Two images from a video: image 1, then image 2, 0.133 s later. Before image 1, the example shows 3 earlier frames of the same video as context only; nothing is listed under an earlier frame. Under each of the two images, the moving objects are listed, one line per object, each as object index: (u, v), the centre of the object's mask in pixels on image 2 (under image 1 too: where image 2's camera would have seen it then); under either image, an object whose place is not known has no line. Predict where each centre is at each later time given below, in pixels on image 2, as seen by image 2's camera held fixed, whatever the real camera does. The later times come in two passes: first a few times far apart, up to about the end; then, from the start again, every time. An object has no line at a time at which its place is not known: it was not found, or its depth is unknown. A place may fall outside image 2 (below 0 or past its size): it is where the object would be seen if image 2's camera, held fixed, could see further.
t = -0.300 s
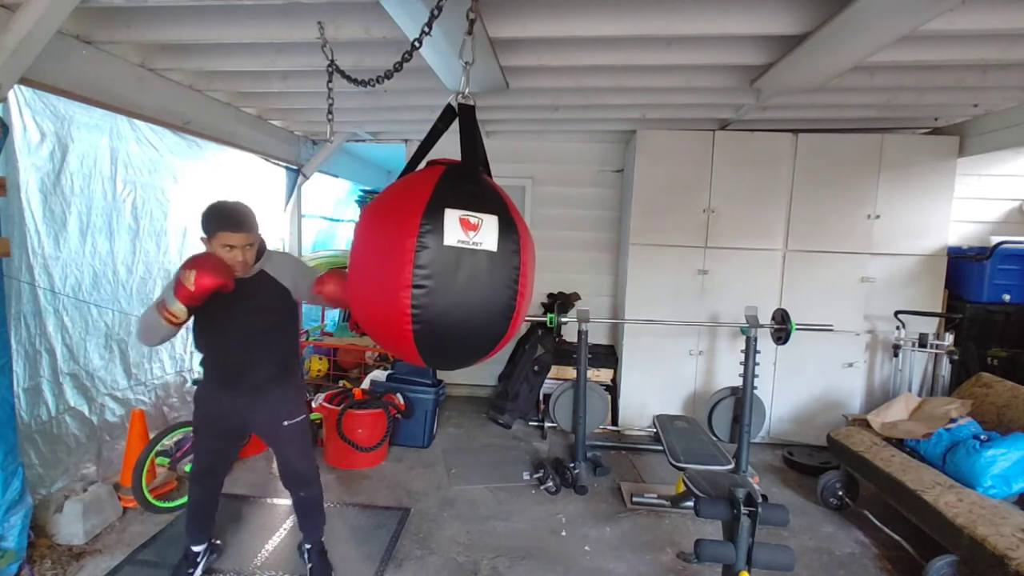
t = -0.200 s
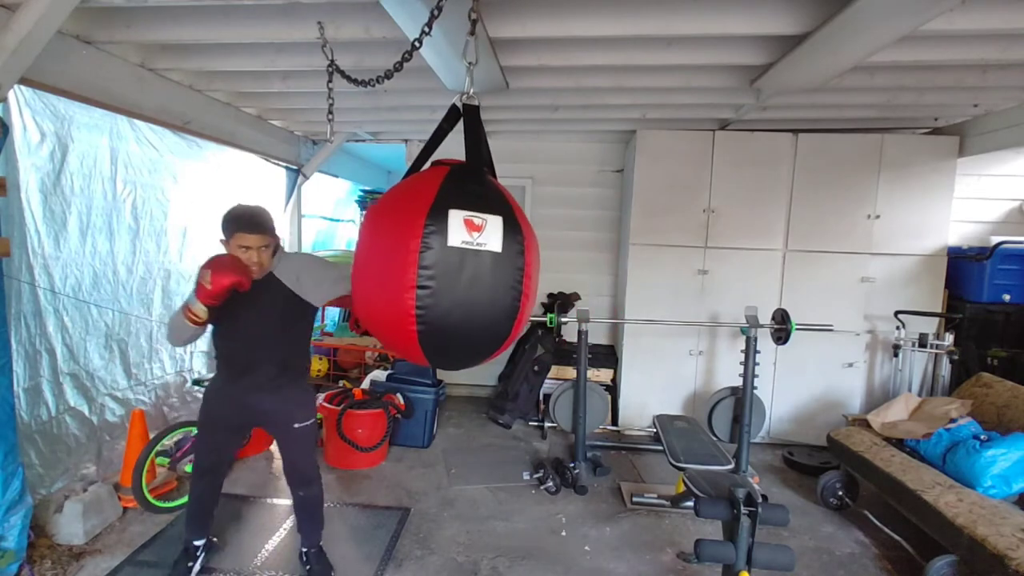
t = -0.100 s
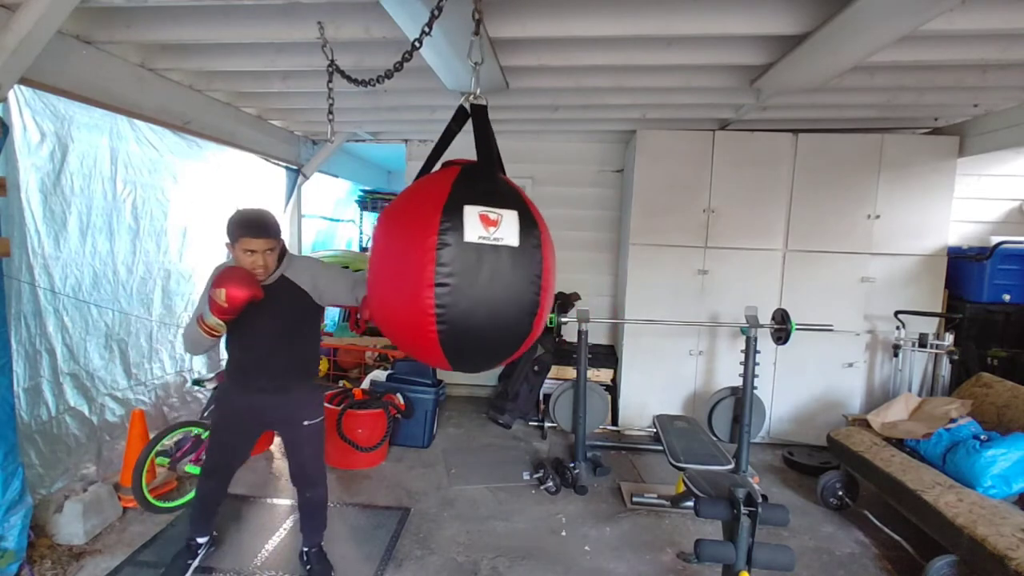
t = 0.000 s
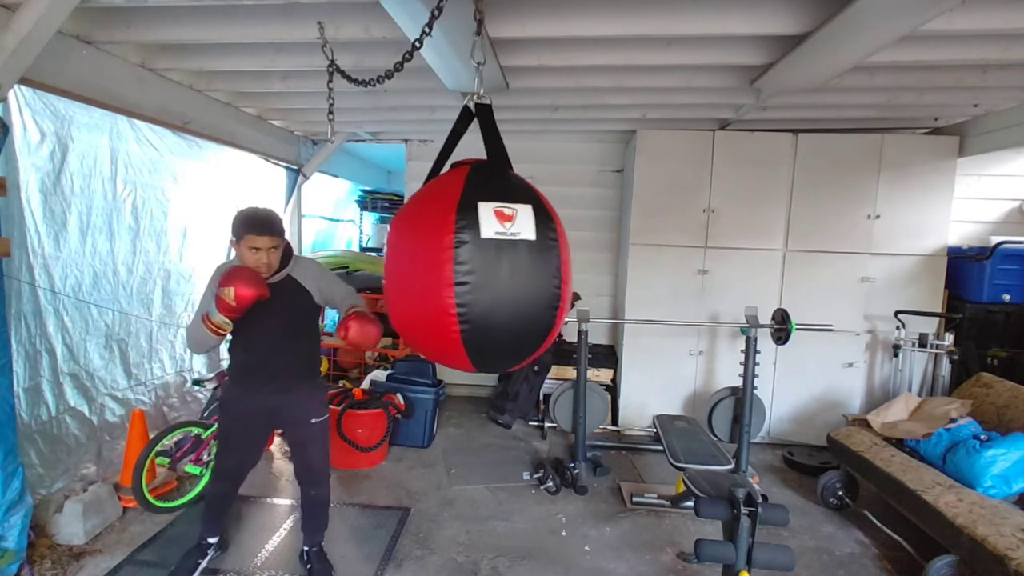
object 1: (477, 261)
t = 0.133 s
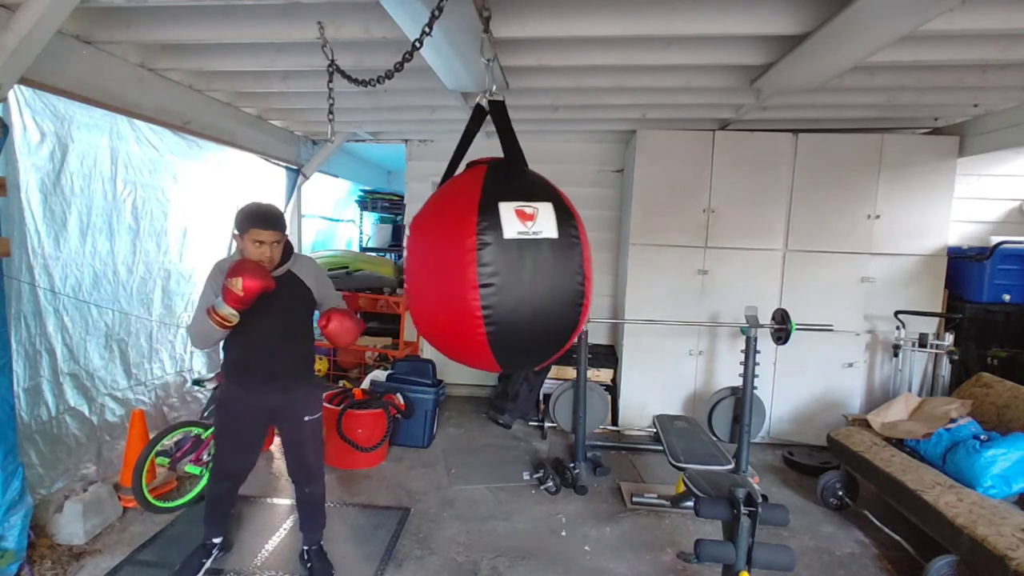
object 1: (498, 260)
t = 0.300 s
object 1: (515, 260)
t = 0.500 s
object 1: (520, 259)
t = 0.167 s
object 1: (502, 260)
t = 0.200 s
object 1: (507, 260)
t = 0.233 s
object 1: (510, 260)
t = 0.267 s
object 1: (513, 260)
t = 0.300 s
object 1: (515, 260)
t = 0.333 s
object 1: (517, 259)
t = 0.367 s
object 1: (519, 260)
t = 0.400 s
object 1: (520, 259)
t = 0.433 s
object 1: (520, 260)
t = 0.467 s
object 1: (520, 259)
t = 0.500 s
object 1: (520, 259)
